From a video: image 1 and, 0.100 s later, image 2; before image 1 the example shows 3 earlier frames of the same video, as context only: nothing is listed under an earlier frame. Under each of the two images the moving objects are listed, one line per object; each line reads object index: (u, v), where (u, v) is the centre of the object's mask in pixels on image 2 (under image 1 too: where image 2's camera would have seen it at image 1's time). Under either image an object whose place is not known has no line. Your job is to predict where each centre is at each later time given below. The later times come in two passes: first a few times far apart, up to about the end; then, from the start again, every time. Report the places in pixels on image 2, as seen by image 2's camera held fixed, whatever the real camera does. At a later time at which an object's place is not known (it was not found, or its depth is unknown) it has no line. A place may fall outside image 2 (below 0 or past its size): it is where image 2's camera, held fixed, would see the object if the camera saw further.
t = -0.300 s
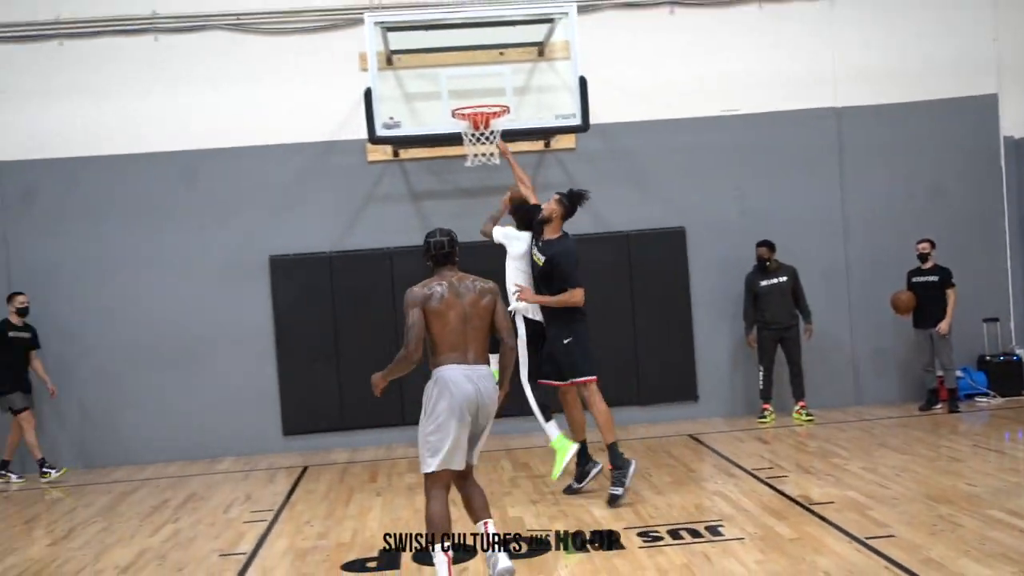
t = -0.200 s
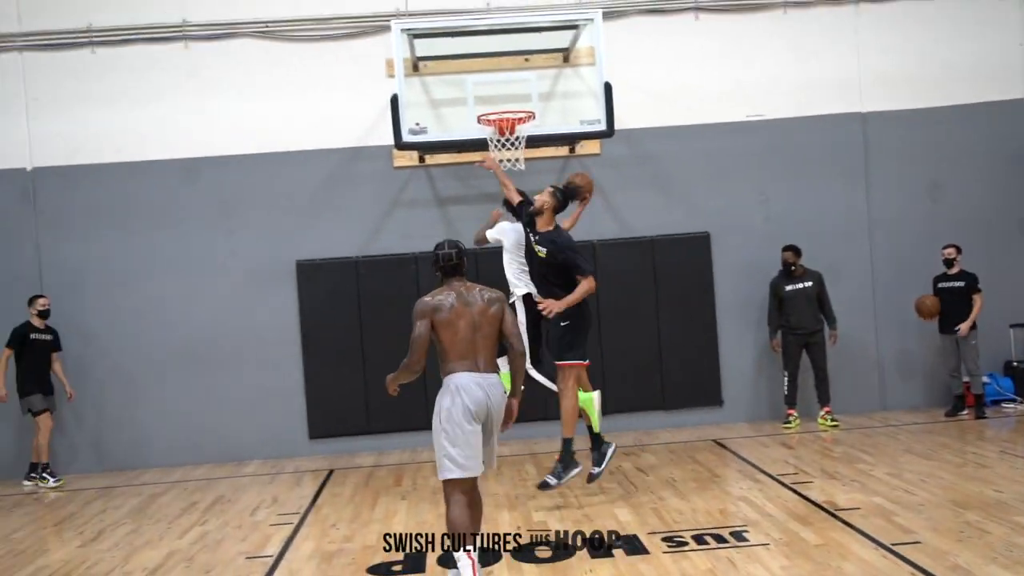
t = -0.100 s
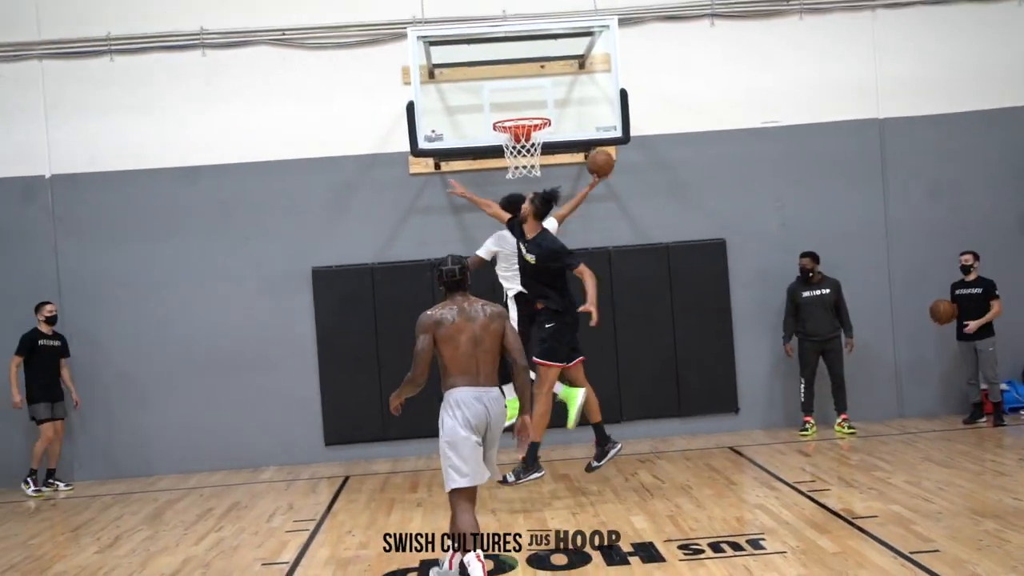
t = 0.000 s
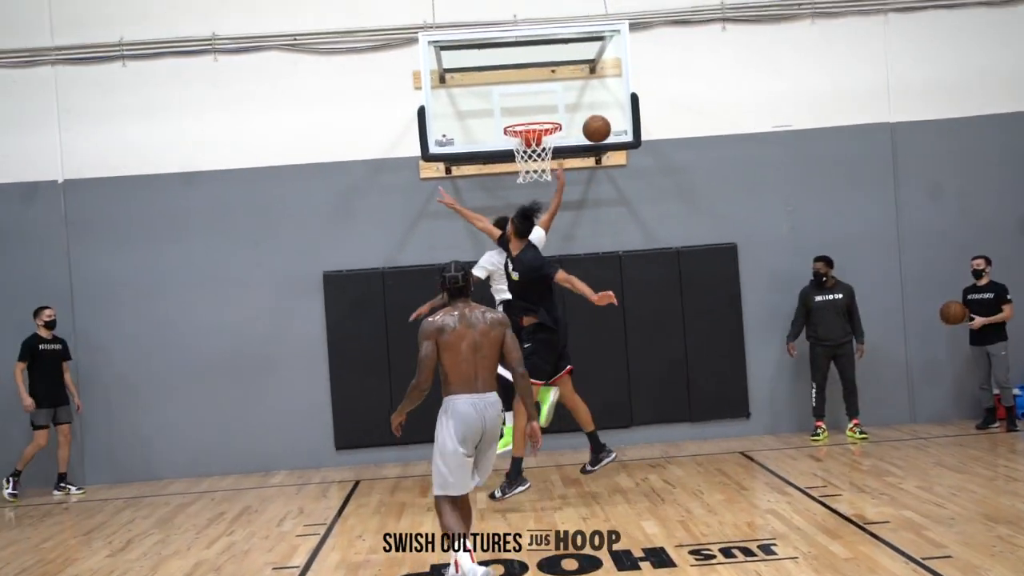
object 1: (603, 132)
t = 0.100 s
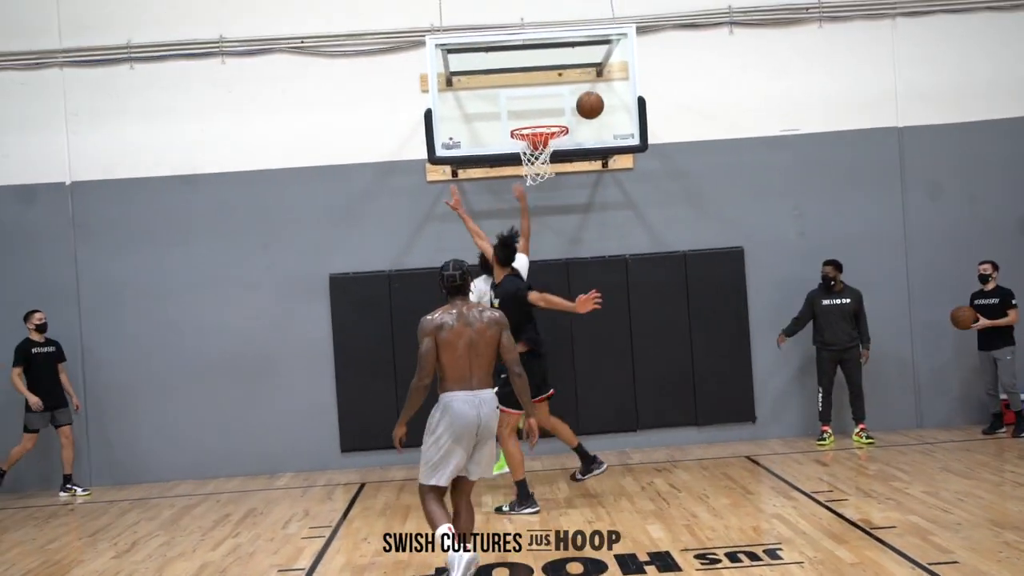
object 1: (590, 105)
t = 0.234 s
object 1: (575, 88)
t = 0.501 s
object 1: (561, 113)
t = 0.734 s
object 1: (553, 105)
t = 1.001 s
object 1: (539, 146)
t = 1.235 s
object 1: (527, 230)
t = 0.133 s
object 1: (585, 99)
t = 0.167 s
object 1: (581, 94)
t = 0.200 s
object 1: (577, 90)
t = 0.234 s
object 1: (575, 88)
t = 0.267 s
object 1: (573, 86)
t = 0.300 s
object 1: (571, 87)
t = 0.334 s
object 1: (569, 88)
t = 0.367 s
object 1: (568, 90)
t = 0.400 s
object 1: (566, 94)
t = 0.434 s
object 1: (564, 99)
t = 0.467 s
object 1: (563, 106)
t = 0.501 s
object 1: (561, 113)
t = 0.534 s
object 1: (560, 112)
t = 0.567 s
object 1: (559, 108)
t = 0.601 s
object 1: (557, 105)
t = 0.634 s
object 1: (556, 103)
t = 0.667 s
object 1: (555, 102)
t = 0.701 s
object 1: (554, 103)
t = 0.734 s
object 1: (553, 105)
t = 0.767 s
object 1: (553, 108)
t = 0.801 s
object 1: (552, 112)
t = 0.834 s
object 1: (551, 116)
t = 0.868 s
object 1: (549, 118)
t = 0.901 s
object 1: (546, 120)
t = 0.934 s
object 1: (542, 134)
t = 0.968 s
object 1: (541, 140)
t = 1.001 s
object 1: (539, 146)
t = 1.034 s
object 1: (535, 153)
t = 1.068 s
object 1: (534, 163)
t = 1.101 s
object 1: (533, 186)
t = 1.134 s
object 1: (531, 191)
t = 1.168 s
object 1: (530, 201)
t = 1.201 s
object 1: (528, 215)
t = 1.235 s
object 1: (527, 230)
